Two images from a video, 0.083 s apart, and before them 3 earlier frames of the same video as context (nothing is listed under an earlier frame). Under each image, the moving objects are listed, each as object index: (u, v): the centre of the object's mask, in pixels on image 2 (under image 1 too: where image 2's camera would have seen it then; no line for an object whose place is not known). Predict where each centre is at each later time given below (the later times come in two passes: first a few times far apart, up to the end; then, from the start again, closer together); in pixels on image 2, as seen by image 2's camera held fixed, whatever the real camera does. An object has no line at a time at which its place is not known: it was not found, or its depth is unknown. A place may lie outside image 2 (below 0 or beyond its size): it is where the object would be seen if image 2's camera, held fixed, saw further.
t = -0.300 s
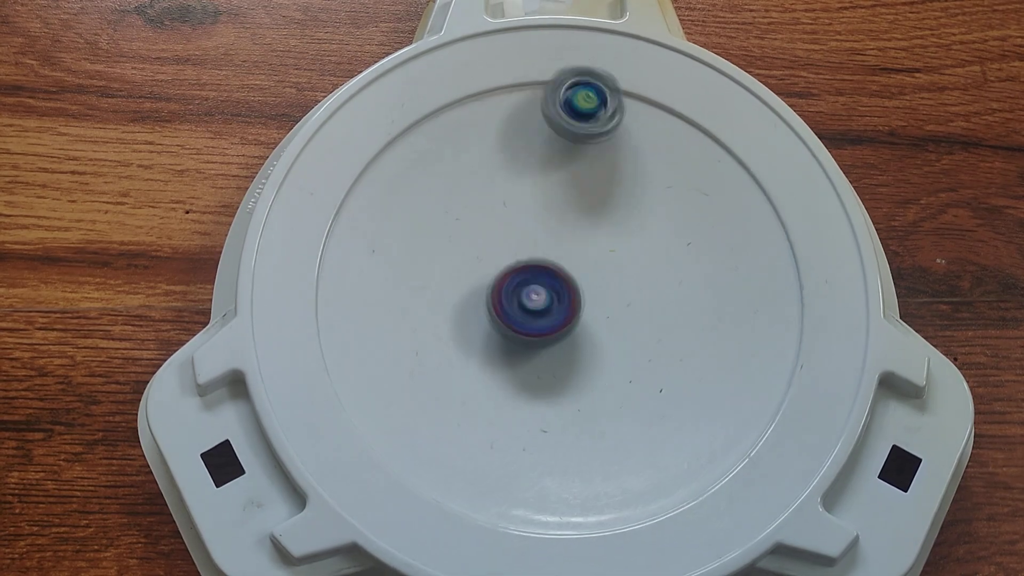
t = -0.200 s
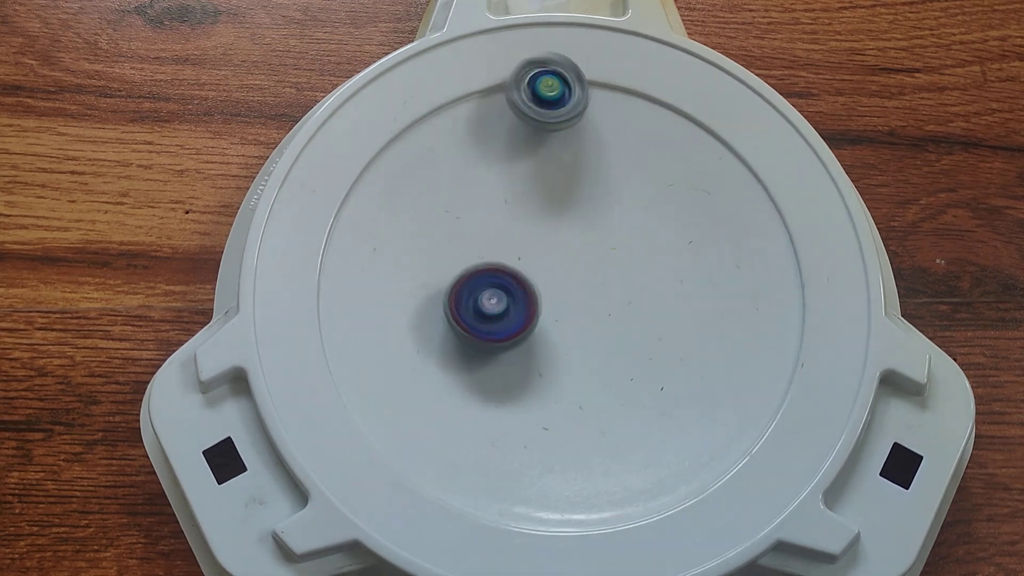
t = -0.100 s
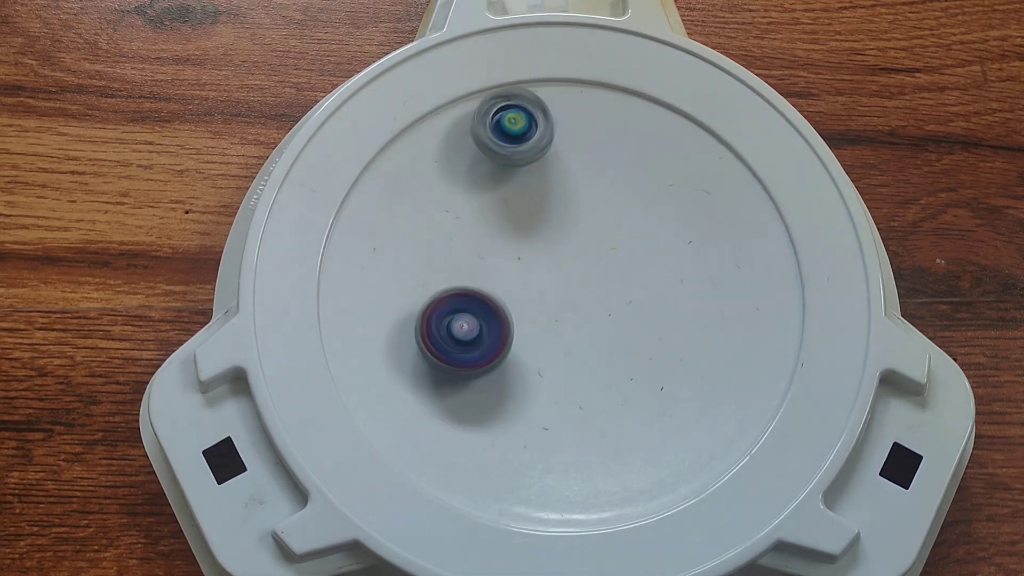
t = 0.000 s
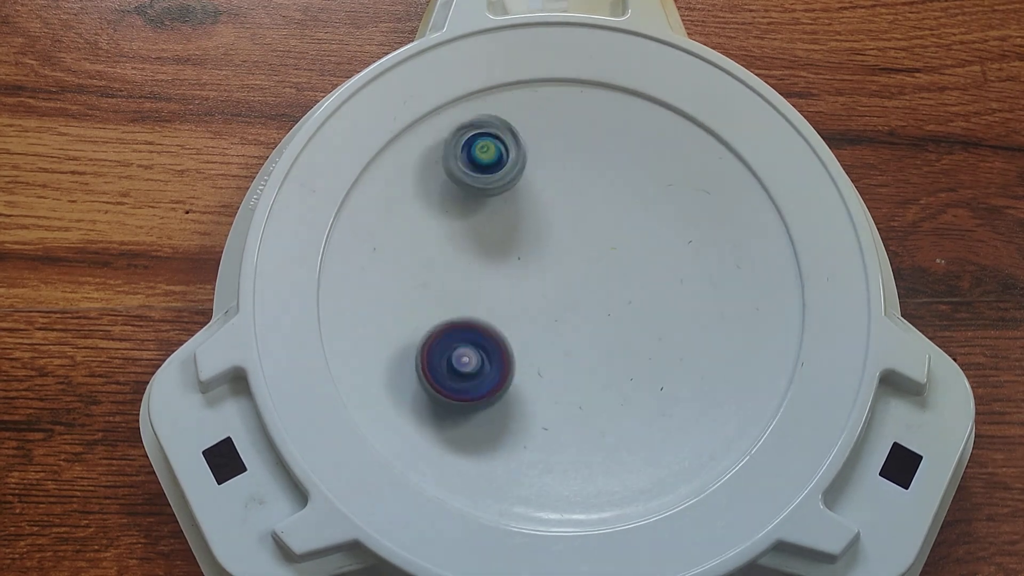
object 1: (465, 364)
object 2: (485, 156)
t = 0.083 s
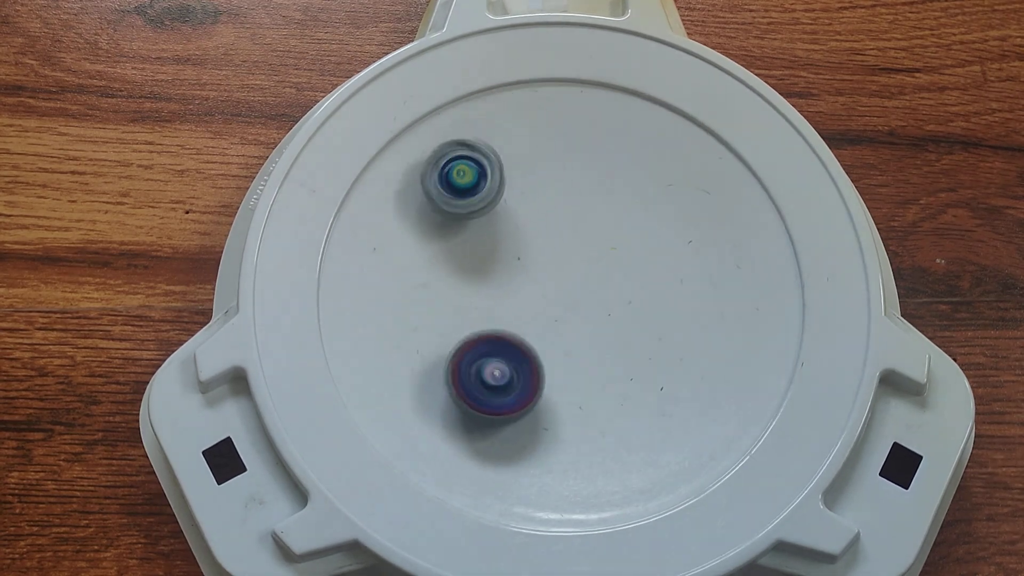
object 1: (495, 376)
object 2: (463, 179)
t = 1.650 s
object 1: (495, 243)
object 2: (582, 285)
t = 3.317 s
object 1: (491, 249)
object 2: (602, 245)
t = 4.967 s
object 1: (579, 293)
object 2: (490, 218)
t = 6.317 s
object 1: (588, 319)
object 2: (481, 320)
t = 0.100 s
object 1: (502, 375)
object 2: (459, 185)
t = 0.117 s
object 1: (509, 373)
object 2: (457, 190)
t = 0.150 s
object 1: (522, 366)
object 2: (452, 202)
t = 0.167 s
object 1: (528, 360)
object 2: (451, 209)
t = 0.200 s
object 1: (538, 348)
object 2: (448, 220)
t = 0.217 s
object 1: (542, 341)
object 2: (448, 227)
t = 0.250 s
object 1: (547, 327)
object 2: (449, 240)
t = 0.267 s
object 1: (549, 320)
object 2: (449, 246)
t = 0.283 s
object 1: (550, 312)
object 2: (450, 253)
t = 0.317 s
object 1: (550, 296)
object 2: (452, 267)
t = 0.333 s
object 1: (550, 288)
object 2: (454, 272)
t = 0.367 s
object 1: (550, 274)
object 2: (454, 286)
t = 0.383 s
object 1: (549, 266)
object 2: (454, 291)
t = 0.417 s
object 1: (546, 251)
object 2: (454, 303)
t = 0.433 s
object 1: (543, 246)
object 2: (456, 308)
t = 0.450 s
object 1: (539, 240)
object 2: (458, 315)
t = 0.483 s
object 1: (531, 229)
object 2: (462, 327)
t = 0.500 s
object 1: (525, 224)
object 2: (465, 332)
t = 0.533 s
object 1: (514, 216)
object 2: (471, 343)
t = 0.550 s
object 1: (508, 213)
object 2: (474, 349)
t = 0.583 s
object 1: (496, 210)
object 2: (482, 359)
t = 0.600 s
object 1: (490, 209)
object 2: (486, 365)
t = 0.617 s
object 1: (484, 209)
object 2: (491, 368)
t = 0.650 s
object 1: (474, 214)
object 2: (501, 376)
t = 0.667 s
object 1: (469, 216)
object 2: (506, 380)
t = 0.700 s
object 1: (463, 225)
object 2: (517, 386)
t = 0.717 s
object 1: (461, 230)
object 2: (524, 389)
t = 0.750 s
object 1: (461, 242)
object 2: (536, 392)
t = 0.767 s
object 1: (463, 248)
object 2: (542, 392)
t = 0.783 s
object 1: (466, 255)
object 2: (548, 393)
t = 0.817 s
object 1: (475, 266)
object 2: (561, 394)
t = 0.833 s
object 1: (481, 270)
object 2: (568, 393)
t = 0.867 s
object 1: (495, 278)
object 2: (580, 391)
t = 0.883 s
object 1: (502, 281)
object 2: (586, 389)
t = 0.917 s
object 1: (518, 284)
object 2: (598, 384)
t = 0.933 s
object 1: (527, 284)
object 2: (604, 382)
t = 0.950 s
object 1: (534, 284)
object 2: (609, 378)
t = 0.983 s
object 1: (550, 281)
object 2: (619, 371)
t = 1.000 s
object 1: (557, 278)
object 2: (623, 366)
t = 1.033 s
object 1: (571, 273)
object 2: (630, 357)
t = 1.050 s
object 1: (577, 269)
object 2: (633, 352)
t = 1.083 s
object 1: (589, 260)
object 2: (637, 342)
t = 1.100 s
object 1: (594, 256)
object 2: (639, 337)
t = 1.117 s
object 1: (598, 250)
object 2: (641, 330)
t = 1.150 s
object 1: (605, 239)
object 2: (643, 320)
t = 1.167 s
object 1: (608, 232)
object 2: (644, 316)
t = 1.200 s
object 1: (610, 216)
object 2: (646, 309)
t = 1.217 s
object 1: (610, 210)
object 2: (646, 305)
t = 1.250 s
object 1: (607, 198)
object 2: (645, 295)
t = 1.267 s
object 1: (604, 192)
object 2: (645, 291)
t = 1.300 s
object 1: (596, 183)
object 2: (641, 281)
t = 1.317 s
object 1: (591, 179)
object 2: (639, 277)
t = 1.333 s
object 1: (586, 175)
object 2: (637, 272)
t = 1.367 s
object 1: (574, 173)
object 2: (630, 264)
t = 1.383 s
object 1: (568, 172)
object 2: (627, 259)
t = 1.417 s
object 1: (556, 175)
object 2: (618, 253)
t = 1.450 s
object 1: (545, 182)
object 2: (609, 247)
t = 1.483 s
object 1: (530, 185)
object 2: (607, 252)
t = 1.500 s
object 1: (522, 187)
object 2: (605, 256)
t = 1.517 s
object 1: (517, 190)
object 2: (602, 258)
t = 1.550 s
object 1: (506, 200)
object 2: (597, 264)
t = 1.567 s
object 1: (502, 206)
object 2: (594, 267)
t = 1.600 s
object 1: (496, 220)
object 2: (588, 273)
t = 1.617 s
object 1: (495, 227)
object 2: (587, 276)
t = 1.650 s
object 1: (495, 243)
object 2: (582, 285)
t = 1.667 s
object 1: (496, 250)
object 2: (581, 286)
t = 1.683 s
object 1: (493, 254)
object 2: (585, 297)
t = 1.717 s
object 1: (487, 264)
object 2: (593, 311)
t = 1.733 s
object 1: (486, 271)
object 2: (596, 317)
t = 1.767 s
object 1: (488, 285)
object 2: (601, 326)
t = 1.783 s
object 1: (490, 292)
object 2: (604, 328)
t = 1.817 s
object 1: (497, 304)
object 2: (609, 336)
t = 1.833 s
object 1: (502, 310)
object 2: (611, 340)
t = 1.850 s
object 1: (507, 315)
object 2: (614, 344)
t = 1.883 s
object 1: (519, 324)
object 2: (620, 350)
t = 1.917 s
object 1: (532, 329)
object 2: (625, 356)
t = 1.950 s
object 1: (540, 330)
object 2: (635, 360)
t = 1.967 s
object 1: (545, 329)
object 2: (640, 365)
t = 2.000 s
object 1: (555, 325)
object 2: (647, 368)
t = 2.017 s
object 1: (559, 323)
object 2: (651, 370)
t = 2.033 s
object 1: (563, 320)
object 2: (655, 370)
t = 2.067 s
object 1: (570, 312)
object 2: (661, 369)
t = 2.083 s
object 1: (573, 308)
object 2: (663, 367)
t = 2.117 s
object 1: (576, 298)
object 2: (667, 362)
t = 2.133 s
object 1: (577, 293)
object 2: (667, 358)
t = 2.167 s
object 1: (576, 283)
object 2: (664, 351)
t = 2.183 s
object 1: (575, 278)
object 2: (661, 349)
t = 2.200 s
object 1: (574, 273)
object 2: (658, 346)
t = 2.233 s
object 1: (569, 264)
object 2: (651, 339)
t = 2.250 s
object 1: (566, 260)
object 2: (647, 337)
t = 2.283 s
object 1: (558, 253)
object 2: (638, 331)
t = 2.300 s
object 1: (553, 250)
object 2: (634, 329)
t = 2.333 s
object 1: (543, 246)
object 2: (623, 324)
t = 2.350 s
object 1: (538, 246)
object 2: (619, 321)
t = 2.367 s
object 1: (532, 246)
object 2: (614, 320)
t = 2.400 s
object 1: (523, 248)
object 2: (603, 316)
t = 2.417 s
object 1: (518, 250)
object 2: (599, 315)
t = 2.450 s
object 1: (511, 257)
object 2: (589, 311)
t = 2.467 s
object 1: (507, 260)
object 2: (586, 311)
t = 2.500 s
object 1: (494, 263)
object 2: (589, 317)
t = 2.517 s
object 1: (489, 265)
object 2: (588, 319)
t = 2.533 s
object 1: (486, 270)
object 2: (585, 319)
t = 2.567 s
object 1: (481, 279)
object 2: (578, 318)
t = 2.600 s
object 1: (479, 290)
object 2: (571, 317)
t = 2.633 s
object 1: (476, 297)
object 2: (571, 319)
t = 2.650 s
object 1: (476, 301)
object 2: (571, 320)
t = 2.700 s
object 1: (474, 311)
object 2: (582, 325)
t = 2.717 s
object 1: (475, 314)
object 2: (586, 326)
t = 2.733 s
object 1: (478, 317)
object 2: (590, 326)
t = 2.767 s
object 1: (485, 322)
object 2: (595, 325)
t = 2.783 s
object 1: (488, 324)
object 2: (599, 325)
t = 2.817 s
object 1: (498, 327)
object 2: (605, 323)
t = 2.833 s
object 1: (504, 326)
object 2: (608, 322)
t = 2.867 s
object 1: (515, 323)
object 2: (612, 318)
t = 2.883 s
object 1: (520, 322)
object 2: (614, 315)
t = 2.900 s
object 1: (524, 317)
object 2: (619, 312)
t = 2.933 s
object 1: (525, 310)
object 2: (631, 306)
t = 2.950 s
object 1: (526, 304)
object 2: (634, 303)
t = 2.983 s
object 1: (528, 296)
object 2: (639, 298)
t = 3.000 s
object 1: (528, 290)
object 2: (641, 294)
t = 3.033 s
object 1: (527, 281)
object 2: (644, 287)
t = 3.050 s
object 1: (527, 276)
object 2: (644, 284)
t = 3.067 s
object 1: (526, 272)
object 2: (645, 280)
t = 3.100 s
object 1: (523, 262)
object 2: (644, 273)
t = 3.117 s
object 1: (521, 259)
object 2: (643, 270)
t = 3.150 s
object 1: (516, 252)
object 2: (640, 263)
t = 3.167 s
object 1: (513, 249)
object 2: (637, 260)
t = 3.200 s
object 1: (507, 246)
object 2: (631, 254)
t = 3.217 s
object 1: (504, 245)
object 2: (628, 252)
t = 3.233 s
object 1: (501, 244)
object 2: (625, 250)
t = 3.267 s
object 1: (495, 244)
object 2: (616, 247)
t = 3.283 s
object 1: (494, 245)
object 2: (611, 246)
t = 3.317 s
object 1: (491, 249)
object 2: (602, 245)
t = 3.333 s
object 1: (490, 251)
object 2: (598, 244)
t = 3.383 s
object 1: (493, 262)
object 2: (584, 245)
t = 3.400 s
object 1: (494, 266)
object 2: (583, 245)
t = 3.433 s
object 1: (492, 274)
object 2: (586, 245)
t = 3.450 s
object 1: (493, 278)
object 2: (585, 246)
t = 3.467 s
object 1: (495, 282)
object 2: (582, 247)
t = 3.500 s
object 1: (495, 290)
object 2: (583, 244)
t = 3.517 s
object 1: (488, 297)
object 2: (591, 242)
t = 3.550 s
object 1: (483, 308)
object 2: (599, 240)
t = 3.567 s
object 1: (481, 313)
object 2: (603, 239)
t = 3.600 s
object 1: (481, 325)
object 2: (609, 237)
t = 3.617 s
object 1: (483, 331)
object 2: (612, 236)
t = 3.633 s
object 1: (484, 336)
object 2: (615, 235)
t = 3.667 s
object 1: (490, 347)
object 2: (620, 234)
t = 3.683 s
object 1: (494, 351)
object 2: (622, 233)
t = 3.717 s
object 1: (505, 358)
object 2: (625, 231)
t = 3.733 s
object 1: (510, 360)
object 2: (627, 231)
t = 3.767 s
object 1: (523, 361)
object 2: (630, 229)
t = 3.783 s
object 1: (529, 361)
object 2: (631, 230)
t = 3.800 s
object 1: (536, 359)
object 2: (631, 229)
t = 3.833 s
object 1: (548, 354)
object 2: (631, 229)
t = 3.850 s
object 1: (554, 351)
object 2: (631, 230)
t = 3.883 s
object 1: (564, 343)
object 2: (629, 232)
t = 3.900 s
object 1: (567, 338)
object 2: (627, 233)
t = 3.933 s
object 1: (574, 328)
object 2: (624, 236)
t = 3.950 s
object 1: (576, 322)
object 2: (622, 238)
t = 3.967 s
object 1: (579, 317)
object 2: (620, 238)
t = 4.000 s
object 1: (572, 319)
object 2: (627, 224)
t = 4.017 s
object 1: (570, 318)
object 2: (630, 218)
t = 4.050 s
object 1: (566, 314)
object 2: (632, 211)
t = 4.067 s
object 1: (564, 311)
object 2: (632, 209)
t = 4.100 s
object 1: (558, 307)
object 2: (632, 203)
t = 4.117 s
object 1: (556, 305)
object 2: (631, 199)
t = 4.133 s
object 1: (552, 304)
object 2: (630, 197)
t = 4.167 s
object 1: (546, 302)
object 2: (626, 193)
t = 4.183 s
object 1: (542, 302)
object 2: (624, 192)
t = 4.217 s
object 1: (535, 301)
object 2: (618, 190)
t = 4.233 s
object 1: (532, 302)
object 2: (615, 191)
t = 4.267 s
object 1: (526, 303)
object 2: (609, 193)
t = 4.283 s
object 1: (524, 305)
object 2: (605, 195)
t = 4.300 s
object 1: (521, 306)
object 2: (602, 197)
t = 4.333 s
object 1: (519, 310)
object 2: (597, 202)
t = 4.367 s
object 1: (517, 315)
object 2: (591, 207)
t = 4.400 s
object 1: (518, 319)
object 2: (586, 212)
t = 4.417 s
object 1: (519, 321)
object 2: (584, 215)
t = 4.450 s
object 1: (524, 325)
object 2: (578, 220)
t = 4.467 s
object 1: (526, 327)
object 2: (576, 223)
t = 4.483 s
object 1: (530, 328)
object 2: (573, 226)
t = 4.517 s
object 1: (537, 327)
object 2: (567, 231)
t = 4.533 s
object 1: (541, 326)
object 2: (564, 234)
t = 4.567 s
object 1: (548, 322)
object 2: (559, 237)
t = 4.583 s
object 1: (550, 323)
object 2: (557, 235)
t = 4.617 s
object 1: (555, 323)
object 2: (554, 234)
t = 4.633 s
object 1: (558, 319)
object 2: (550, 235)
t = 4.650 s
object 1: (560, 321)
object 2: (546, 234)
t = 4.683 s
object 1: (564, 325)
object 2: (539, 227)
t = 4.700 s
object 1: (566, 327)
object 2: (537, 225)
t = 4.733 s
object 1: (572, 326)
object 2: (531, 224)
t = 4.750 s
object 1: (573, 326)
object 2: (527, 222)
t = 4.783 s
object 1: (579, 324)
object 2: (521, 220)
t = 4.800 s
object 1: (581, 322)
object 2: (519, 220)
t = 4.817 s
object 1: (583, 321)
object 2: (515, 218)
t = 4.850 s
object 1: (585, 316)
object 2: (509, 216)
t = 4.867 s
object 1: (586, 313)
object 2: (506, 215)
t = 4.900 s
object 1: (586, 305)
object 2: (500, 215)
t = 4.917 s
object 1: (585, 301)
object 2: (498, 215)
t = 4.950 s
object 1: (582, 295)
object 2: (492, 217)
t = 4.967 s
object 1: (579, 293)
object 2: (490, 218)
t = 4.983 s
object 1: (576, 290)
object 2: (488, 220)
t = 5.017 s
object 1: (570, 286)
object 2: (487, 225)
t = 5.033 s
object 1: (566, 284)
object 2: (486, 228)
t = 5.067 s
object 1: (560, 283)
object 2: (484, 232)
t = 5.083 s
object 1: (559, 285)
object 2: (481, 232)
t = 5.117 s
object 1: (555, 288)
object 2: (479, 234)
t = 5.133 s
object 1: (553, 289)
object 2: (479, 236)
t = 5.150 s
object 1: (552, 291)
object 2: (478, 238)
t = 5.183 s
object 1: (554, 299)
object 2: (475, 240)
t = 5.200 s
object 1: (556, 304)
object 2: (473, 240)
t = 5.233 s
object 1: (561, 310)
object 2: (470, 242)
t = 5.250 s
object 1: (565, 313)
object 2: (470, 243)
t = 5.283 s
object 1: (574, 316)
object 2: (470, 244)
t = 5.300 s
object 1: (578, 318)
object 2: (471, 245)
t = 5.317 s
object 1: (582, 320)
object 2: (472, 247)
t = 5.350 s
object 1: (591, 320)
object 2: (476, 251)
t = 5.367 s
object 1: (595, 319)
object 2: (478, 253)
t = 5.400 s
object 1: (602, 316)
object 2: (483, 258)
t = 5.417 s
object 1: (605, 314)
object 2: (485, 259)
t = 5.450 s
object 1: (609, 308)
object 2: (490, 264)
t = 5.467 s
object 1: (611, 305)
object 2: (493, 265)
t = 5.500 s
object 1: (612, 297)
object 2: (498, 268)
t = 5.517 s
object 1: (611, 293)
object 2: (500, 271)
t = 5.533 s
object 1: (609, 289)
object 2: (503, 273)
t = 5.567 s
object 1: (605, 282)
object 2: (508, 277)
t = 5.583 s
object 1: (602, 279)
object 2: (510, 279)
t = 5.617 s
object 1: (601, 275)
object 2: (506, 282)
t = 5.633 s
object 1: (601, 273)
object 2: (505, 283)
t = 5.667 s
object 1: (598, 270)
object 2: (506, 287)
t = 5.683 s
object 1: (597, 268)
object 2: (507, 291)
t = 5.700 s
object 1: (595, 267)
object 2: (506, 294)
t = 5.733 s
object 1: (604, 263)
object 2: (488, 302)
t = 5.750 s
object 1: (605, 261)
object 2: (480, 308)
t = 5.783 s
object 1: (608, 257)
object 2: (472, 312)
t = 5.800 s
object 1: (608, 255)
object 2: (470, 312)
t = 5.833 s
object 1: (609, 251)
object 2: (469, 315)
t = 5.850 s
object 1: (608, 250)
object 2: (468, 316)
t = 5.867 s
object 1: (608, 248)
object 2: (466, 318)
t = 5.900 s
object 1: (604, 246)
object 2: (461, 322)
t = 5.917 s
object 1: (603, 245)
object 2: (459, 322)
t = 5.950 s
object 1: (597, 245)
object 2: (454, 324)
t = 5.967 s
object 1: (595, 246)
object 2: (453, 324)
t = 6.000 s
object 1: (588, 249)
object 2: (449, 327)
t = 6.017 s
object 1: (585, 252)
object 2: (448, 326)
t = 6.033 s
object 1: (582, 255)
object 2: (447, 326)
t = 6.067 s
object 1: (578, 261)
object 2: (447, 327)
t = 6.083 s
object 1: (576, 265)
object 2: (446, 326)
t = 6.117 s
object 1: (574, 273)
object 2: (449, 325)
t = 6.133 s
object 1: (573, 277)
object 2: (451, 324)
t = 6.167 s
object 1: (574, 286)
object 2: (456, 323)
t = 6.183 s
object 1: (574, 290)
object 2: (459, 322)
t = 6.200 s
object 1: (575, 295)
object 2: (461, 322)
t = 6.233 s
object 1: (577, 303)
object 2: (467, 320)
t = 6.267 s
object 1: (581, 311)
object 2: (472, 320)
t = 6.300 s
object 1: (586, 317)
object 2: (478, 320)
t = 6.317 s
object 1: (588, 319)
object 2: (481, 320)
